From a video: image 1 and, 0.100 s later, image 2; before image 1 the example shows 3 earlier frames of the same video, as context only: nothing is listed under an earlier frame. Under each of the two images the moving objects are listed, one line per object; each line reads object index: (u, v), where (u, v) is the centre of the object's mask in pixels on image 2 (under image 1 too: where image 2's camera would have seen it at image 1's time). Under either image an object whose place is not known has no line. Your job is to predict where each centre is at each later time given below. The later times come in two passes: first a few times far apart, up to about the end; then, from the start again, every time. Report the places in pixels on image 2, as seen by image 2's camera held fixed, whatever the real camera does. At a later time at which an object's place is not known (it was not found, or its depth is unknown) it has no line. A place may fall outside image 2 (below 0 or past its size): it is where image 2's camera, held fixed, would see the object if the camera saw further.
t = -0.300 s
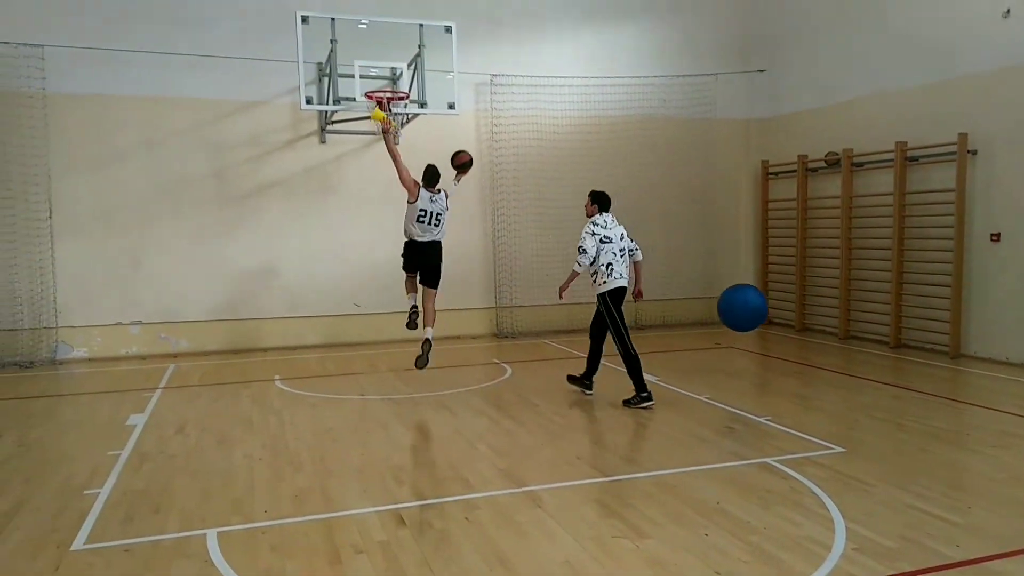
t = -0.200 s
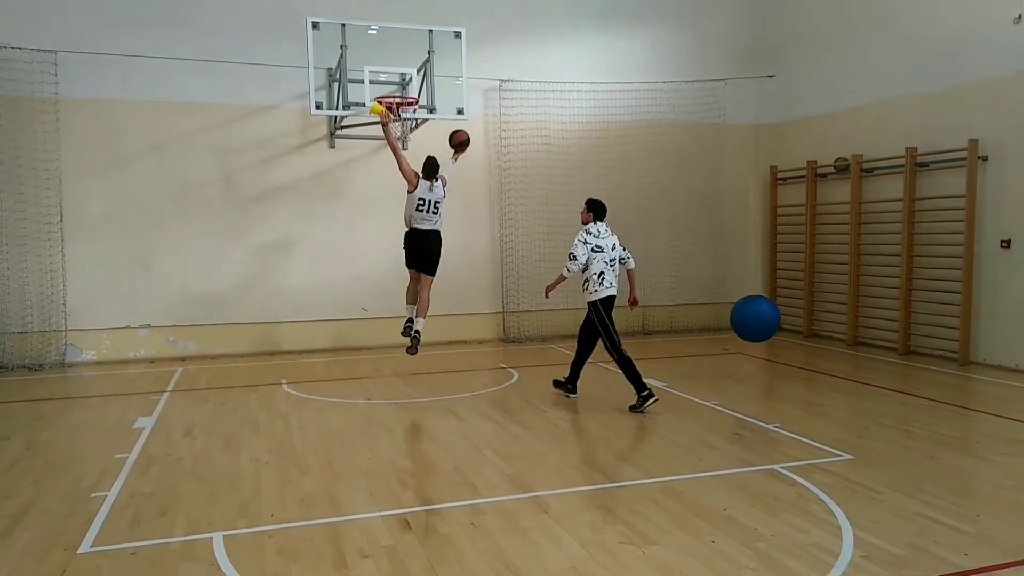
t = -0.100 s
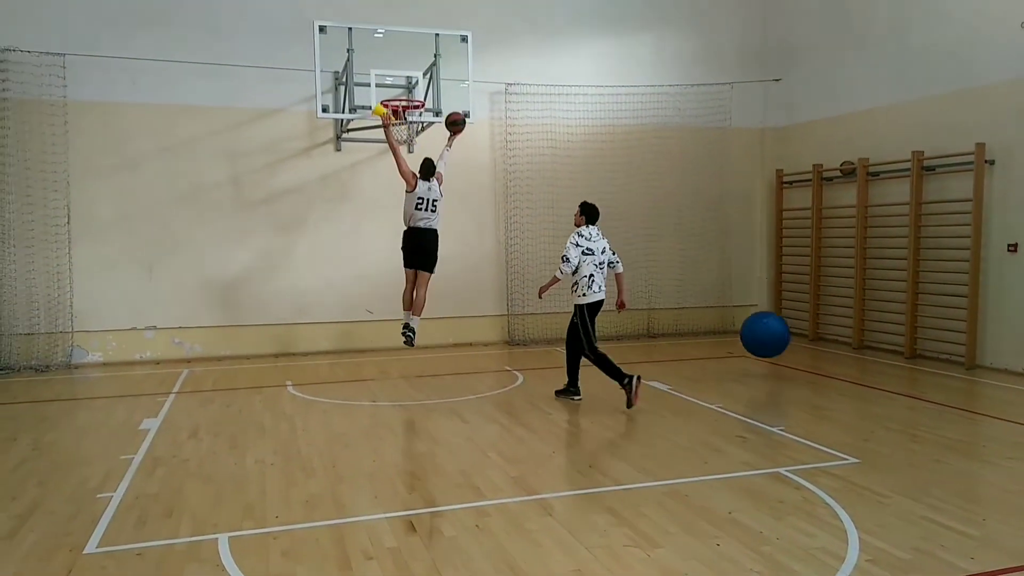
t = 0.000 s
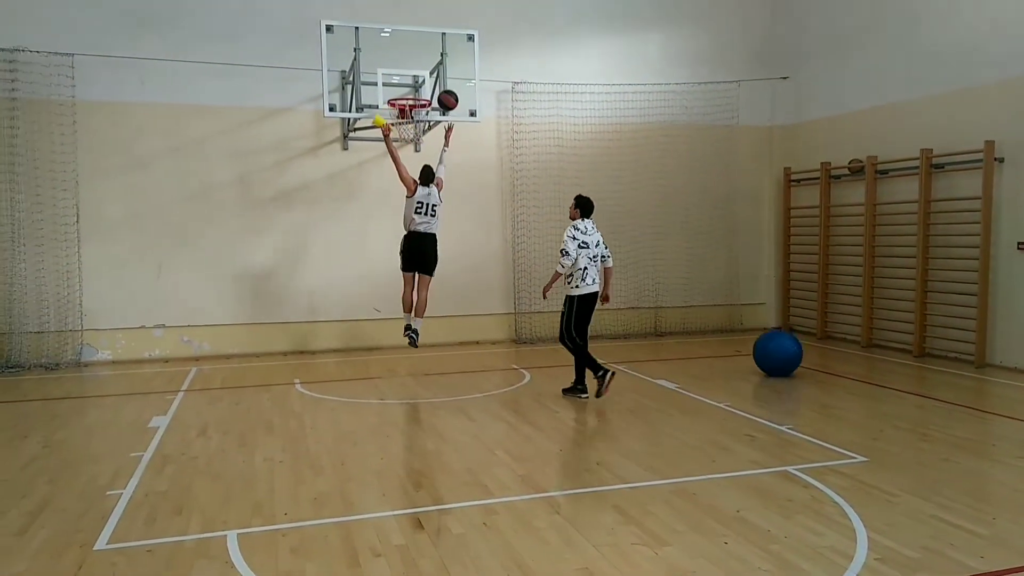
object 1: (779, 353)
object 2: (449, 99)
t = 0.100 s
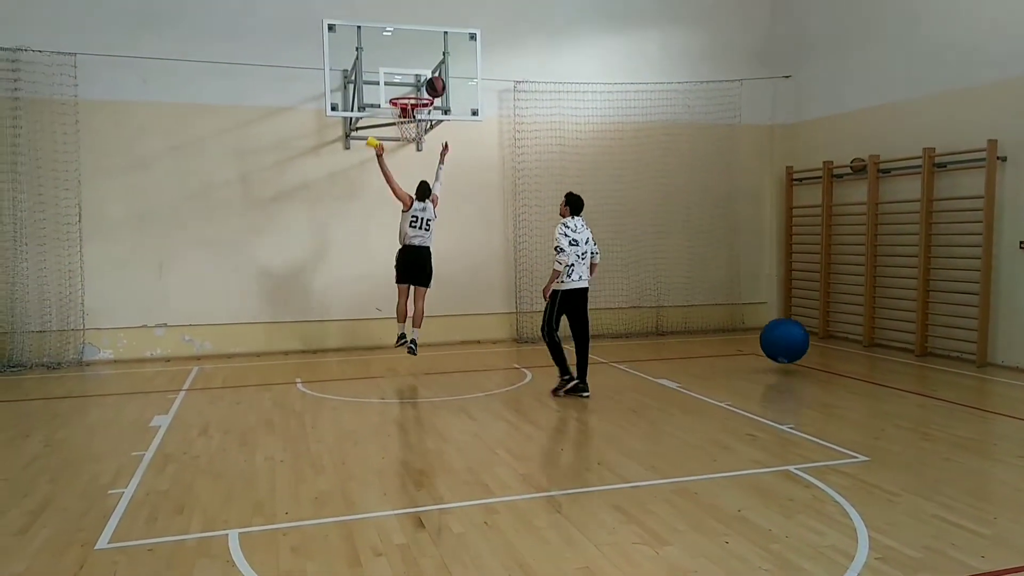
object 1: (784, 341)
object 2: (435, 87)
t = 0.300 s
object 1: (794, 318)
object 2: (422, 81)
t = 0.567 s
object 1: (807, 333)
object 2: (412, 121)
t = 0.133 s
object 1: (786, 335)
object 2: (431, 85)
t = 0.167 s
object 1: (788, 330)
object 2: (428, 82)
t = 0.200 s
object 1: (790, 326)
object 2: (426, 81)
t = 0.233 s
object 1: (791, 323)
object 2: (425, 80)
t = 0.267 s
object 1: (793, 320)
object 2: (424, 79)
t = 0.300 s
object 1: (794, 318)
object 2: (422, 81)
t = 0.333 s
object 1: (796, 318)
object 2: (420, 82)
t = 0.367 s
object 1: (798, 317)
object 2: (419, 85)
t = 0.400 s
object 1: (799, 318)
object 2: (417, 88)
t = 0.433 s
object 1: (801, 319)
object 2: (416, 91)
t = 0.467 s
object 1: (802, 322)
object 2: (414, 93)
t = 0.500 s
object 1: (804, 325)
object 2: (412, 107)
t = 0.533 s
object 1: (805, 328)
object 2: (415, 113)
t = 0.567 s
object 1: (807, 333)
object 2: (412, 121)
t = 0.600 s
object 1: (808, 338)
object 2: (409, 130)
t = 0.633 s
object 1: (809, 344)
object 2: (410, 138)
